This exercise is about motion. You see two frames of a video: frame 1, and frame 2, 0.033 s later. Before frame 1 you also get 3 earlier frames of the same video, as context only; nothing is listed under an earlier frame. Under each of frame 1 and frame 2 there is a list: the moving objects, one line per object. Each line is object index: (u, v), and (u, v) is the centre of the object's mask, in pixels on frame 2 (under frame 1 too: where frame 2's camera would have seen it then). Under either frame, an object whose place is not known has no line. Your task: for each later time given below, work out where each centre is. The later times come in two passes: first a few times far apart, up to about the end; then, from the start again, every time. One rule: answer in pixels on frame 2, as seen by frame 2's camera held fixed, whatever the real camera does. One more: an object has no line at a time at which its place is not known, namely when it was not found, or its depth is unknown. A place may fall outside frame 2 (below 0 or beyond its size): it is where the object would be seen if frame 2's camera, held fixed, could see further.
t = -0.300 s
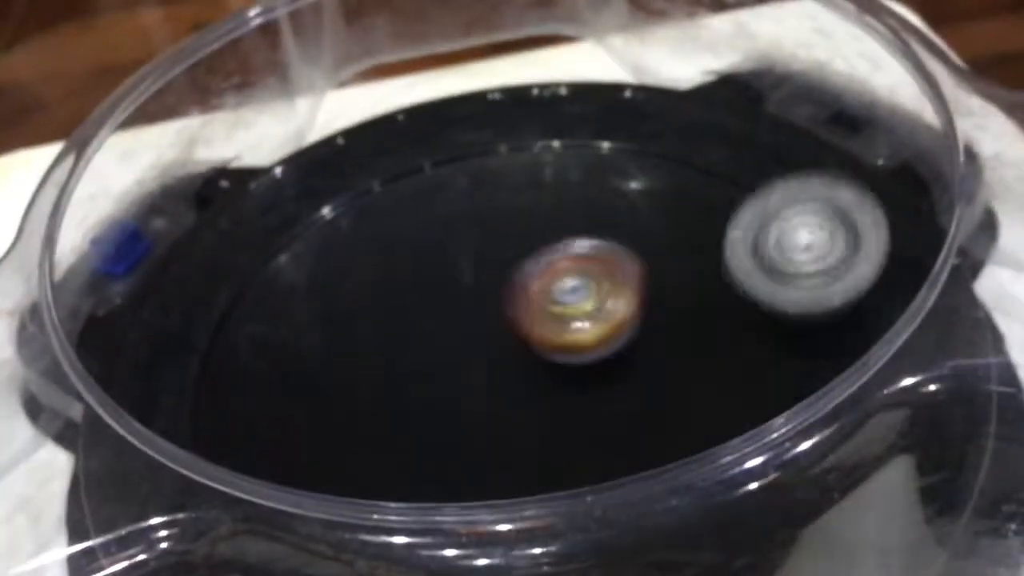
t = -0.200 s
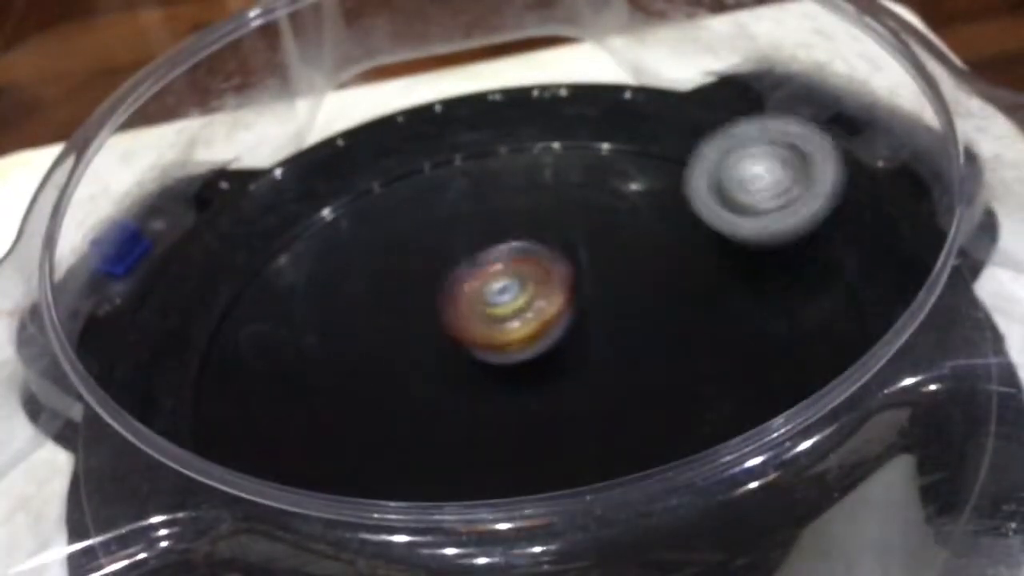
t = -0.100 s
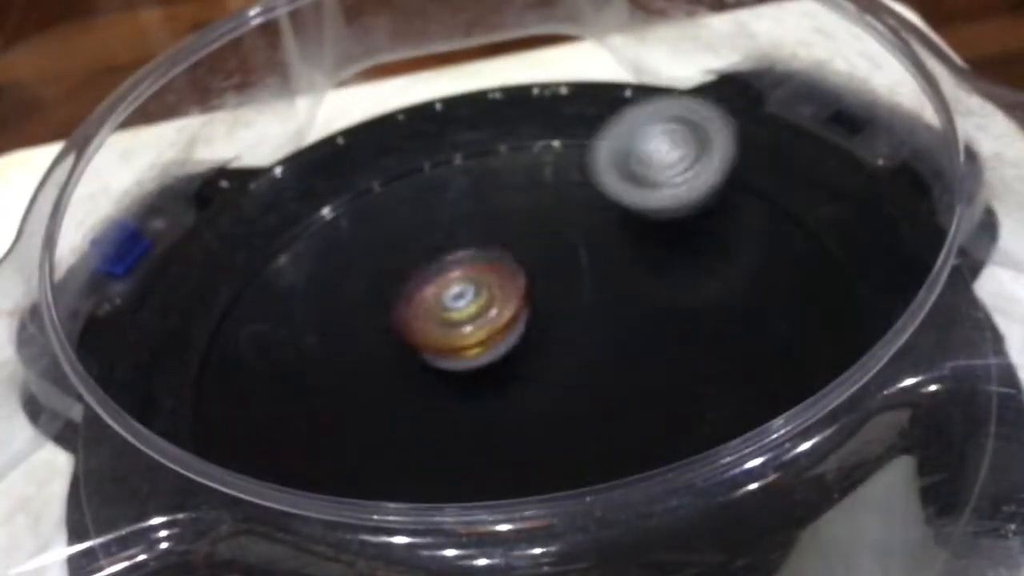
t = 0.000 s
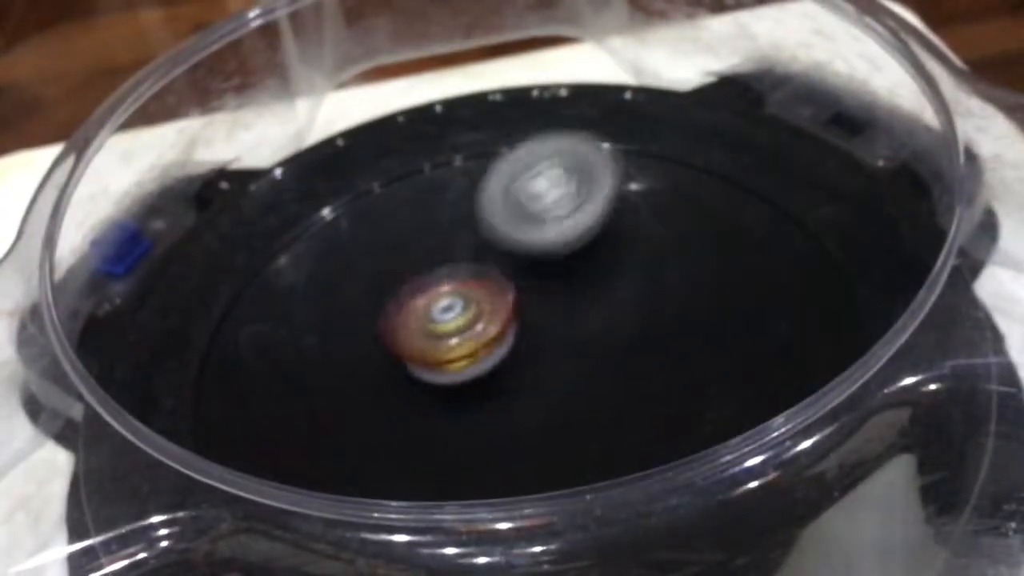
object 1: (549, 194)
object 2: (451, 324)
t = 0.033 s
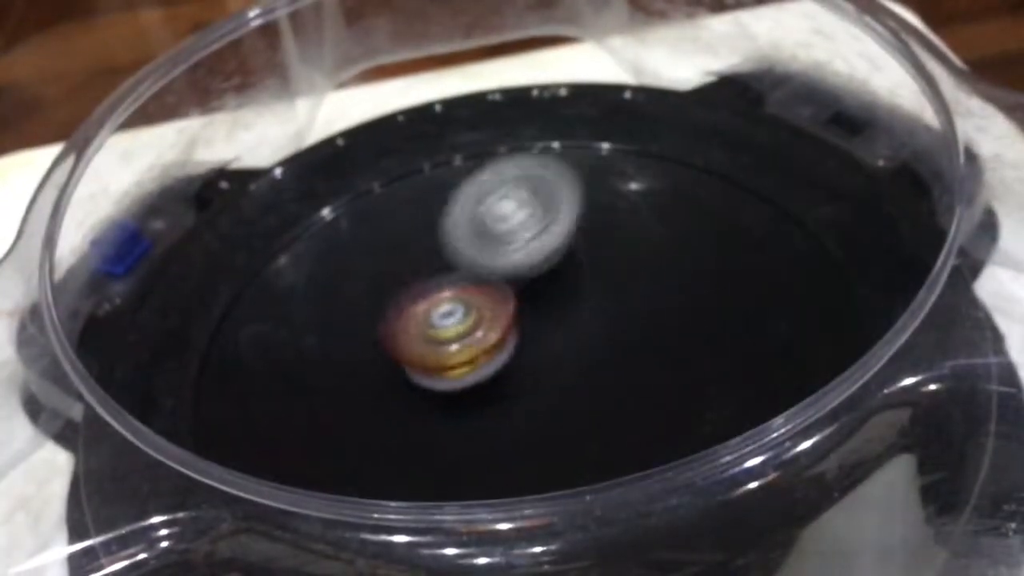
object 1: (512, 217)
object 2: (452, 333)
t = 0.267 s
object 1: (509, 316)
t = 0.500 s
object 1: (657, 417)
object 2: (396, 492)
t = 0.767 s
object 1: (765, 339)
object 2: (519, 320)
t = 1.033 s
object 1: (554, 270)
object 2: (460, 186)
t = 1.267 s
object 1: (327, 369)
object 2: (385, 208)
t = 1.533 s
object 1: (403, 477)
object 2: (436, 302)
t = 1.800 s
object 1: (656, 402)
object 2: (607, 280)
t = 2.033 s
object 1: (525, 325)
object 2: (663, 141)
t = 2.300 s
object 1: (318, 348)
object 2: (544, 272)
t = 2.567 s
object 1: (363, 439)
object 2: (559, 448)
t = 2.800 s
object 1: (529, 328)
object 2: (624, 520)
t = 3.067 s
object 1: (481, 193)
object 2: (519, 402)
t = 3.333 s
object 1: (369, 208)
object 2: (342, 319)
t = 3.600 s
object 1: (451, 279)
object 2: (267, 332)
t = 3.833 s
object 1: (640, 273)
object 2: (411, 326)
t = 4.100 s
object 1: (684, 229)
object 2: (546, 223)
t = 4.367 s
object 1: (693, 239)
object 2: (588, 186)
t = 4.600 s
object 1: (690, 327)
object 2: (568, 229)
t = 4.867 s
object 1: (675, 400)
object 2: (572, 339)
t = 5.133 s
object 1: (663, 410)
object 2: (519, 400)
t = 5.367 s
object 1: (552, 398)
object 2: (396, 387)
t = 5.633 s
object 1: (483, 441)
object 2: (286, 294)
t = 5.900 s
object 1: (512, 382)
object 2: (367, 235)
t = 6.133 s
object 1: (401, 319)
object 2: (516, 216)
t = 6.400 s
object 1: (359, 406)
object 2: (652, 255)
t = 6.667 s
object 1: (554, 324)
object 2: (713, 369)
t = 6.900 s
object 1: (507, 224)
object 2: (611, 440)
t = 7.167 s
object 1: (388, 245)
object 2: (422, 407)
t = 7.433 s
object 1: (516, 259)
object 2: (253, 418)
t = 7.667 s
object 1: (596, 207)
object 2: (319, 357)
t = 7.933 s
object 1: (626, 229)
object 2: (400, 203)
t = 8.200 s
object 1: (735, 317)
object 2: (343, 203)
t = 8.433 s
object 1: (689, 348)
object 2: (386, 245)
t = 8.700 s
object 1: (536, 421)
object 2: (393, 252)
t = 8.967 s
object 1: (463, 453)
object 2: (393, 252)
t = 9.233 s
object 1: (446, 373)
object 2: (393, 253)
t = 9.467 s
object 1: (369, 311)
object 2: (402, 233)
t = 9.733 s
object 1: (409, 347)
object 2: (396, 246)
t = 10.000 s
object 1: (554, 271)
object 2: (396, 251)
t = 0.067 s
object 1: (497, 227)
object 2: (426, 368)
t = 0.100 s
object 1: (494, 229)
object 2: (382, 422)
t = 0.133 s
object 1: (492, 237)
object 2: (350, 450)
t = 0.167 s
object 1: (492, 251)
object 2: (314, 499)
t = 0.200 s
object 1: (494, 269)
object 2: (295, 529)
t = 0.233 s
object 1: (499, 291)
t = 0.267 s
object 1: (509, 316)
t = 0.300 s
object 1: (524, 342)
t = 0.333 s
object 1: (542, 367)
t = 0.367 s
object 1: (564, 388)
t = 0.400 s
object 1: (588, 404)
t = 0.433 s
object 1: (611, 413)
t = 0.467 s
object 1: (635, 417)
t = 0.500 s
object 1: (657, 417)
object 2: (396, 492)
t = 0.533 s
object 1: (677, 413)
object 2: (409, 486)
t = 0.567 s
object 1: (695, 408)
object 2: (424, 474)
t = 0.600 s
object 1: (714, 400)
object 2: (445, 459)
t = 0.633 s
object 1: (728, 389)
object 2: (468, 442)
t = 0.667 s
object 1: (743, 379)
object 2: (487, 409)
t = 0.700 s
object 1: (753, 366)
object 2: (502, 377)
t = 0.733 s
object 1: (762, 353)
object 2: (513, 349)
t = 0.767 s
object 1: (765, 339)
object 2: (519, 320)
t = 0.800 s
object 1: (764, 323)
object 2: (522, 294)
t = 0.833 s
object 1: (755, 303)
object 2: (522, 270)
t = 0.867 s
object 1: (738, 286)
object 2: (519, 248)
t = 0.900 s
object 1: (711, 273)
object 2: (512, 230)
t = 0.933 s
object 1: (676, 266)
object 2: (501, 214)
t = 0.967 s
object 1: (637, 264)
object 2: (489, 205)
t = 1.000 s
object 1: (596, 266)
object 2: (476, 194)
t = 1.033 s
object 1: (554, 270)
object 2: (460, 186)
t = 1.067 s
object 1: (514, 279)
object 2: (445, 182)
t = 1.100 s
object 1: (474, 289)
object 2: (431, 180)
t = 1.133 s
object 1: (437, 301)
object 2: (418, 181)
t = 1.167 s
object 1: (403, 317)
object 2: (406, 185)
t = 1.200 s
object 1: (372, 332)
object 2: (397, 191)
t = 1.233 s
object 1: (348, 349)
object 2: (390, 200)
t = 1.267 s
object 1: (327, 369)
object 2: (385, 208)
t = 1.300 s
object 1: (313, 389)
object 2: (382, 217)
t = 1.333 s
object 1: (304, 410)
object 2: (383, 228)
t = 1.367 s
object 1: (304, 426)
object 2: (385, 239)
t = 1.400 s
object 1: (313, 438)
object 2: (390, 250)
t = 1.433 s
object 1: (328, 449)
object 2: (398, 265)
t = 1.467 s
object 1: (348, 461)
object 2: (409, 279)
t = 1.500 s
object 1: (373, 469)
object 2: (421, 292)
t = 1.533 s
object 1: (403, 477)
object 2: (436, 302)
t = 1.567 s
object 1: (435, 479)
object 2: (453, 310)
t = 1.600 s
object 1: (471, 481)
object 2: (473, 314)
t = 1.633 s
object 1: (506, 480)
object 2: (494, 317)
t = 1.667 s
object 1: (544, 470)
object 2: (517, 315)
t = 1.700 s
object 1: (583, 458)
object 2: (540, 310)
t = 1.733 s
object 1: (615, 442)
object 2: (563, 302)
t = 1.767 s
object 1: (642, 425)
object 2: (585, 292)
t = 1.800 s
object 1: (656, 402)
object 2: (607, 280)
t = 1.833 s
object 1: (661, 377)
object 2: (626, 266)
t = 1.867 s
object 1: (652, 354)
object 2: (642, 239)
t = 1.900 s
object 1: (637, 351)
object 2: (657, 203)
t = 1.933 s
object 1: (616, 345)
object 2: (669, 176)
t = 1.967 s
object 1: (587, 337)
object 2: (674, 154)
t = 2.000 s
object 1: (557, 331)
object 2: (673, 141)
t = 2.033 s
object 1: (525, 325)
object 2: (663, 141)
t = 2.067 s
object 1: (493, 320)
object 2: (649, 147)
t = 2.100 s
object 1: (462, 318)
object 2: (636, 158)
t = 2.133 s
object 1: (433, 317)
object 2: (621, 172)
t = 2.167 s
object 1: (404, 320)
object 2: (603, 191)
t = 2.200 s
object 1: (377, 325)
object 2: (586, 210)
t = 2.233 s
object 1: (353, 330)
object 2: (569, 228)
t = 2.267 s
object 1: (333, 338)
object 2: (555, 250)
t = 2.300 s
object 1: (318, 348)
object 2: (544, 272)
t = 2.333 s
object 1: (307, 359)
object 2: (536, 297)
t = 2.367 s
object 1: (302, 371)
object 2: (530, 323)
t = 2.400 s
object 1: (301, 384)
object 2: (529, 347)
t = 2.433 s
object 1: (304, 396)
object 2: (532, 371)
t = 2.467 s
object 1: (310, 409)
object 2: (537, 394)
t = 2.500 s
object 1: (320, 421)
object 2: (544, 418)
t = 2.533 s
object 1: (336, 431)
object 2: (551, 434)
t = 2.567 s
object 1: (363, 439)
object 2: (559, 448)
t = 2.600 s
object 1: (398, 442)
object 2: (577, 480)
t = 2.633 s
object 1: (433, 438)
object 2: (592, 500)
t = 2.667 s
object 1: (462, 426)
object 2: (611, 513)
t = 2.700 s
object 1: (486, 403)
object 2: (626, 522)
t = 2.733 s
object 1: (506, 378)
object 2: (631, 524)
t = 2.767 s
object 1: (519, 354)
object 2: (630, 524)
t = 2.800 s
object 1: (529, 328)
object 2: (624, 520)
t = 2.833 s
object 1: (535, 303)
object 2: (618, 512)
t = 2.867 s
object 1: (537, 279)
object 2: (610, 498)
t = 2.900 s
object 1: (535, 260)
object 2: (599, 483)
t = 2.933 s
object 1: (530, 241)
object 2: (580, 451)
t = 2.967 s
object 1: (522, 224)
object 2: (571, 444)
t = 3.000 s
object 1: (510, 211)
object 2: (557, 434)
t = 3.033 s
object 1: (497, 201)
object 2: (539, 418)
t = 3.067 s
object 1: (481, 193)
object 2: (519, 402)
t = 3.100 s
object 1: (466, 188)
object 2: (498, 388)
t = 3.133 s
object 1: (451, 185)
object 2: (477, 373)
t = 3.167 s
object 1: (434, 185)
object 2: (453, 359)
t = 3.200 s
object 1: (419, 188)
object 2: (431, 347)
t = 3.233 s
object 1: (404, 192)
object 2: (410, 337)
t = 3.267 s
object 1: (391, 198)
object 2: (390, 327)
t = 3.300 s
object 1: (378, 205)
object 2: (369, 318)
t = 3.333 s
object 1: (369, 208)
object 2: (342, 319)
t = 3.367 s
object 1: (366, 209)
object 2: (311, 328)
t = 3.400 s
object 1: (363, 213)
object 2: (287, 333)
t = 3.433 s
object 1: (363, 222)
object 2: (269, 336)
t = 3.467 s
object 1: (368, 233)
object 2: (256, 336)
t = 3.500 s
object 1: (379, 245)
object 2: (251, 334)
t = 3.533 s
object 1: (397, 257)
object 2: (251, 332)
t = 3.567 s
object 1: (423, 269)
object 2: (257, 331)
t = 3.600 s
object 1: (451, 279)
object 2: (267, 332)
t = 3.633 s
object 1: (482, 284)
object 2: (281, 332)
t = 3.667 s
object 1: (516, 288)
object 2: (299, 334)
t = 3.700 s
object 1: (546, 288)
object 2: (317, 334)
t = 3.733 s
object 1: (575, 286)
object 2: (339, 335)
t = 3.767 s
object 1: (600, 283)
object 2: (361, 334)
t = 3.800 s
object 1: (622, 278)
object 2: (387, 331)
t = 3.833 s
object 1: (640, 273)
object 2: (411, 326)
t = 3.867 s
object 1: (654, 267)
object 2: (435, 317)
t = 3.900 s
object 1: (664, 260)
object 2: (458, 308)
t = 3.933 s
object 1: (670, 253)
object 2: (478, 295)
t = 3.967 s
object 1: (674, 246)
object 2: (500, 282)
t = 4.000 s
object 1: (672, 240)
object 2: (518, 269)
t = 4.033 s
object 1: (671, 234)
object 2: (535, 253)
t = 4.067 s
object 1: (675, 230)
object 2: (545, 240)
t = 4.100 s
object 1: (684, 229)
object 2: (546, 223)
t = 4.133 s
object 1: (692, 226)
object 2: (548, 208)
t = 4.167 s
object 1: (697, 226)
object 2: (552, 199)
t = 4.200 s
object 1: (701, 226)
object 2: (560, 192)
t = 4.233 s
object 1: (702, 226)
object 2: (568, 187)
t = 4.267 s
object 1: (701, 227)
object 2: (576, 183)
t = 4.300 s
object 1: (700, 229)
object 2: (582, 183)
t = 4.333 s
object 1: (696, 233)
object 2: (585, 185)
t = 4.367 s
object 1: (693, 239)
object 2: (588, 186)
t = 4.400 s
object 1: (694, 251)
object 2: (585, 185)
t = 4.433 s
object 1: (695, 265)
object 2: (582, 188)
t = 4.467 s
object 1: (696, 278)
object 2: (579, 193)
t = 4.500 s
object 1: (695, 289)
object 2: (575, 199)
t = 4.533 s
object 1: (694, 303)
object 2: (571, 208)
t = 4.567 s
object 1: (693, 314)
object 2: (569, 217)
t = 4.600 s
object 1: (690, 327)
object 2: (568, 229)
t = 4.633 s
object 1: (688, 337)
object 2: (568, 243)
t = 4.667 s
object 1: (684, 348)
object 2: (571, 258)
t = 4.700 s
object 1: (681, 357)
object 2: (575, 274)
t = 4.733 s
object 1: (677, 366)
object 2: (576, 289)
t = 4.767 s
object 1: (675, 377)
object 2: (578, 303)
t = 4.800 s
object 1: (675, 386)
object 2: (576, 316)
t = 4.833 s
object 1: (675, 394)
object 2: (574, 328)
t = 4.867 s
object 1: (675, 400)
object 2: (572, 339)
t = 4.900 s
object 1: (675, 404)
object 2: (566, 349)
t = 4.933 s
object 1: (675, 408)
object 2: (562, 359)
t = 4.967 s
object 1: (675, 411)
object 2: (557, 369)
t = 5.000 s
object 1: (674, 412)
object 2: (550, 379)
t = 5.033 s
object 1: (673, 413)
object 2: (542, 387)
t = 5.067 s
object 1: (672, 413)
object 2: (535, 393)
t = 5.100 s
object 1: (669, 412)
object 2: (527, 398)
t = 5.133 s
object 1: (663, 410)
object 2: (519, 400)
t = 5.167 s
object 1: (662, 409)
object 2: (501, 399)
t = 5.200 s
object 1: (655, 407)
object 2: (482, 398)
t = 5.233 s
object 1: (645, 404)
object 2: (464, 396)
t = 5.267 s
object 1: (628, 403)
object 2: (445, 396)
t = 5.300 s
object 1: (606, 402)
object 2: (427, 393)
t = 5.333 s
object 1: (580, 400)
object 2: (410, 390)
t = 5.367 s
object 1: (552, 398)
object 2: (396, 387)
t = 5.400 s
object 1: (531, 400)
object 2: (377, 382)
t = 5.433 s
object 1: (521, 406)
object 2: (350, 367)
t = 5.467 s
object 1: (509, 414)
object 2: (330, 354)
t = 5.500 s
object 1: (500, 421)
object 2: (312, 343)
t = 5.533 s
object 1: (491, 425)
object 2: (302, 330)
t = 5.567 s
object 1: (485, 432)
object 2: (294, 317)
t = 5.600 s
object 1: (481, 437)
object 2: (288, 306)
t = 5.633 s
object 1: (483, 441)
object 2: (286, 294)
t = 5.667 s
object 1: (487, 443)
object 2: (287, 283)
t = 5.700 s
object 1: (494, 443)
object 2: (291, 273)
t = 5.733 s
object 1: (502, 440)
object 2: (297, 265)
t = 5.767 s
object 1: (510, 434)
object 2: (306, 254)
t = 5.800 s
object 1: (517, 426)
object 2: (317, 248)
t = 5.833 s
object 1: (520, 415)
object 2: (332, 242)
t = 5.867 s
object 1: (518, 399)
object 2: (348, 238)
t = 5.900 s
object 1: (512, 382)
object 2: (367, 235)
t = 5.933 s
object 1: (503, 366)
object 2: (387, 233)
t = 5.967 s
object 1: (490, 350)
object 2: (407, 229)
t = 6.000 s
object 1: (477, 338)
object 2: (428, 225)
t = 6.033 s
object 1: (460, 328)
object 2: (448, 221)
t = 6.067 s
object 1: (442, 320)
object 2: (471, 220)
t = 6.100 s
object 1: (422, 317)
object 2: (495, 216)
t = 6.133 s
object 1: (401, 319)
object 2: (516, 216)
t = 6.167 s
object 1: (381, 322)
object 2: (536, 217)
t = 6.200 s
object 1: (363, 329)
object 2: (554, 219)
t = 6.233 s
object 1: (347, 337)
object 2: (573, 220)
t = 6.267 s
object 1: (335, 348)
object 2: (591, 224)
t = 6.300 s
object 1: (329, 362)
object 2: (609, 230)
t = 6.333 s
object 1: (329, 378)
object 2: (624, 238)
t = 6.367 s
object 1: (340, 393)
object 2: (639, 246)
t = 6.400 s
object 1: (359, 406)
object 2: (652, 255)
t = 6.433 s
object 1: (385, 414)
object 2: (664, 267)
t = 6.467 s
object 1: (419, 416)
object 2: (674, 281)
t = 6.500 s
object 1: (454, 412)
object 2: (682, 294)
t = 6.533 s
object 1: (486, 400)
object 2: (688, 309)
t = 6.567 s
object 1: (517, 385)
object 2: (691, 325)
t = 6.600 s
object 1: (543, 367)
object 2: (693, 339)
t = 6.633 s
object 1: (551, 346)
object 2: (703, 353)
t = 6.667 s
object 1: (554, 324)
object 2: (713, 369)
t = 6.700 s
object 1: (554, 304)
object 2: (711, 382)
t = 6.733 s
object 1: (551, 286)
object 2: (703, 391)
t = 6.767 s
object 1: (545, 269)
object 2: (691, 403)
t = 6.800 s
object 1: (538, 255)
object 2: (674, 414)
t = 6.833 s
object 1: (530, 242)
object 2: (655, 422)
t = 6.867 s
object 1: (519, 232)
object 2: (635, 429)
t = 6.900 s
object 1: (507, 224)
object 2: (611, 440)
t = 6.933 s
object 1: (494, 218)
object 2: (587, 446)
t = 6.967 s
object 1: (480, 213)
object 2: (561, 448)
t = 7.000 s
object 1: (463, 210)
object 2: (537, 447)
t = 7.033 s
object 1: (447, 210)
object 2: (513, 444)
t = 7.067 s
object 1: (430, 213)
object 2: (489, 438)
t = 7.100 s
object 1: (412, 220)
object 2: (463, 430)
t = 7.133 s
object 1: (398, 231)
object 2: (441, 420)
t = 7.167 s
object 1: (388, 245)
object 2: (422, 407)
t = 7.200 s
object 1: (383, 263)
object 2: (405, 395)
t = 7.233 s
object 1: (389, 276)
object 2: (383, 390)
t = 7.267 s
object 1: (406, 277)
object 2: (352, 389)
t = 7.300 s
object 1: (428, 276)
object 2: (319, 407)
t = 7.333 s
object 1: (450, 274)
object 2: (294, 423)
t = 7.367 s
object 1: (472, 270)
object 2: (275, 425)
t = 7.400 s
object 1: (494, 266)
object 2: (260, 424)
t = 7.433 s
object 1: (516, 259)
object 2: (253, 418)
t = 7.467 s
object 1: (534, 254)
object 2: (250, 410)
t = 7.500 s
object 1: (548, 246)
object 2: (251, 404)
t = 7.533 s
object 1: (563, 238)
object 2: (258, 394)
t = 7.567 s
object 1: (575, 231)
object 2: (269, 385)
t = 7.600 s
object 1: (585, 223)
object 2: (282, 375)
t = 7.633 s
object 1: (591, 216)
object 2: (299, 367)
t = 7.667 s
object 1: (596, 207)
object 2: (319, 357)
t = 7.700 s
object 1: (599, 200)
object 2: (341, 345)
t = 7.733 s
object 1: (599, 194)
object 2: (365, 330)
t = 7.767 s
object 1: (595, 190)
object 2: (392, 318)
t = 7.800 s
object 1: (587, 188)
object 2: (418, 300)
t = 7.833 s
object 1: (578, 191)
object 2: (445, 287)
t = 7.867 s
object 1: (570, 198)
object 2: (468, 272)
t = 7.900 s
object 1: (590, 210)
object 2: (443, 236)
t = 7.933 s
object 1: (626, 229)
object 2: (400, 203)
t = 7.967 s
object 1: (655, 246)
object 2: (371, 190)
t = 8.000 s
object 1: (680, 262)
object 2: (341, 167)
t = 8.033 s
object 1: (698, 276)
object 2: (328, 159)
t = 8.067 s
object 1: (712, 288)
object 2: (324, 166)
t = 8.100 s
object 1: (722, 299)
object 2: (324, 180)
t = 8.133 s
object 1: (728, 306)
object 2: (329, 185)
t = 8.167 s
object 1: (733, 313)
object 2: (336, 195)
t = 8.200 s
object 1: (735, 317)
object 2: (343, 203)
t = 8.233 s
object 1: (736, 322)
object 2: (349, 210)
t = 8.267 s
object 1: (734, 325)
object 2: (356, 216)
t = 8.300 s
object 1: (731, 329)
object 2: (363, 224)
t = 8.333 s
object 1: (725, 333)
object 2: (369, 231)
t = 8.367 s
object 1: (717, 337)
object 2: (375, 237)
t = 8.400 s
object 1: (705, 342)
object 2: (381, 242)
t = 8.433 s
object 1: (689, 348)
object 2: (386, 245)
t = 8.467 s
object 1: (671, 355)
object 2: (389, 248)
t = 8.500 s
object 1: (650, 364)
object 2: (391, 250)
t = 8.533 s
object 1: (630, 373)
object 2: (392, 252)
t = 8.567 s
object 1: (610, 383)
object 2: (393, 252)
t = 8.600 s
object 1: (590, 393)
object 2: (393, 252)
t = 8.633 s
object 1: (571, 403)
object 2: (393, 252)
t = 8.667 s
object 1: (553, 412)
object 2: (393, 252)
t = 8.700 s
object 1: (536, 421)
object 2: (393, 252)
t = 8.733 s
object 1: (521, 427)
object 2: (393, 252)
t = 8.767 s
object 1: (506, 434)
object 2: (393, 252)
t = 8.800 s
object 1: (493, 440)
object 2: (393, 252)
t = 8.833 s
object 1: (482, 445)
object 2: (393, 252)
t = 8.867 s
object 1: (473, 449)
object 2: (393, 252)
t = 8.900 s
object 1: (467, 451)
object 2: (393, 252)
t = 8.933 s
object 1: (464, 453)
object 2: (393, 252)
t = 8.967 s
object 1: (463, 453)
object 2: (393, 252)
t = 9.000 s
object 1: (465, 450)
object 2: (393, 252)
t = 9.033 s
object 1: (467, 446)
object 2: (394, 252)
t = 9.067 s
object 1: (469, 438)
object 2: (393, 253)
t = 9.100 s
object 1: (469, 430)
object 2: (393, 253)
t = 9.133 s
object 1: (467, 417)
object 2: (393, 253)
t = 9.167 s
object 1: (462, 403)
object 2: (393, 253)
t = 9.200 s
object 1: (454, 388)
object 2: (393, 253)
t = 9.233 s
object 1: (446, 373)
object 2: (393, 253)
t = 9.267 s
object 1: (437, 360)
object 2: (393, 252)
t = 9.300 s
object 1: (427, 348)
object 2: (391, 250)
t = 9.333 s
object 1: (417, 338)
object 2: (390, 246)
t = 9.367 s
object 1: (406, 328)
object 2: (391, 241)
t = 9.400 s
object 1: (395, 321)
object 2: (392, 238)
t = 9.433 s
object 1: (382, 314)
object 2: (397, 235)
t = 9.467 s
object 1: (369, 311)
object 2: (402, 233)
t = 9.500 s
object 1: (356, 312)
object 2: (405, 237)
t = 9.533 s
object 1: (345, 317)
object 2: (403, 242)
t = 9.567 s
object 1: (342, 322)
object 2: (404, 244)
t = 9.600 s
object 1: (343, 329)
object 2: (403, 245)
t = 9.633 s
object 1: (352, 336)
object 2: (403, 245)
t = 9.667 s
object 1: (366, 342)
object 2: (401, 245)
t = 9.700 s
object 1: (386, 346)
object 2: (399, 245)
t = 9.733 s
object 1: (409, 347)
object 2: (396, 246)
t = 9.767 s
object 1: (433, 344)
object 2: (395, 246)
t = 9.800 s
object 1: (456, 338)
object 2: (393, 247)
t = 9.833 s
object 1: (479, 328)
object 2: (393, 248)
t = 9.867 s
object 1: (498, 318)
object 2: (393, 249)
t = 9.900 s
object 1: (517, 306)
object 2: (394, 250)
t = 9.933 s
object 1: (532, 294)
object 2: (396, 251)
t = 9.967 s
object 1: (544, 282)
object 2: (396, 251)
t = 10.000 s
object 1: (554, 271)
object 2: (396, 251)
